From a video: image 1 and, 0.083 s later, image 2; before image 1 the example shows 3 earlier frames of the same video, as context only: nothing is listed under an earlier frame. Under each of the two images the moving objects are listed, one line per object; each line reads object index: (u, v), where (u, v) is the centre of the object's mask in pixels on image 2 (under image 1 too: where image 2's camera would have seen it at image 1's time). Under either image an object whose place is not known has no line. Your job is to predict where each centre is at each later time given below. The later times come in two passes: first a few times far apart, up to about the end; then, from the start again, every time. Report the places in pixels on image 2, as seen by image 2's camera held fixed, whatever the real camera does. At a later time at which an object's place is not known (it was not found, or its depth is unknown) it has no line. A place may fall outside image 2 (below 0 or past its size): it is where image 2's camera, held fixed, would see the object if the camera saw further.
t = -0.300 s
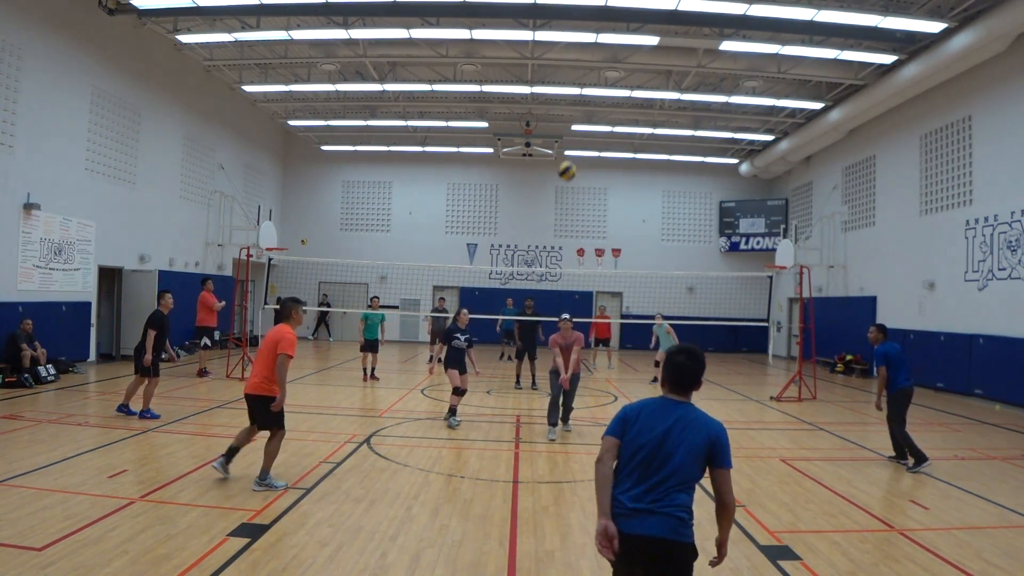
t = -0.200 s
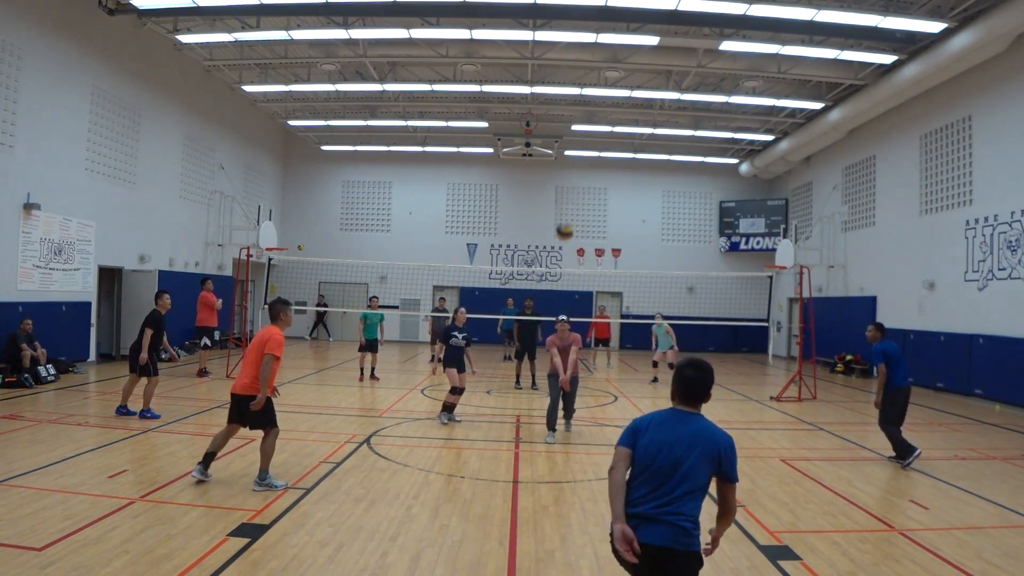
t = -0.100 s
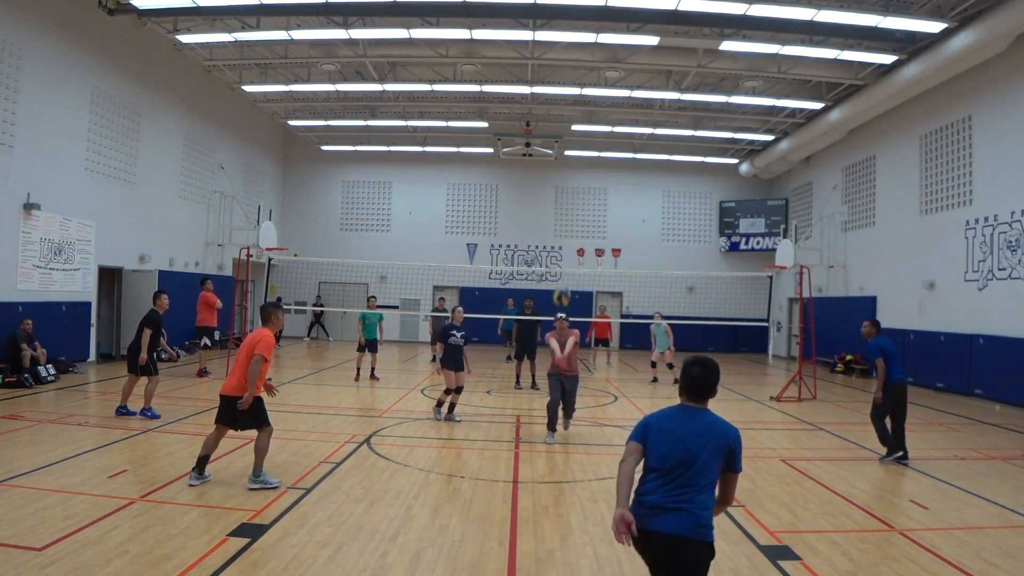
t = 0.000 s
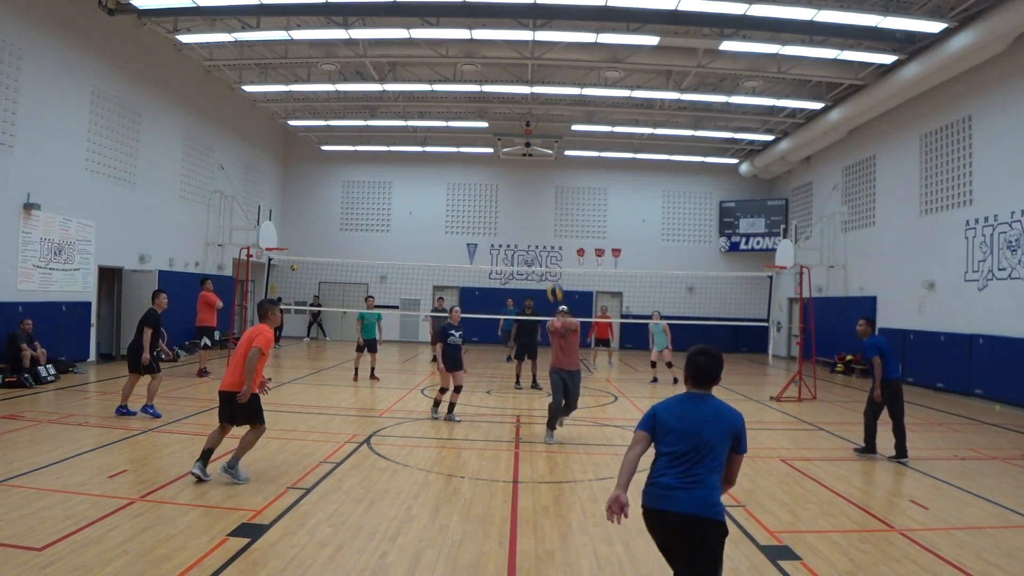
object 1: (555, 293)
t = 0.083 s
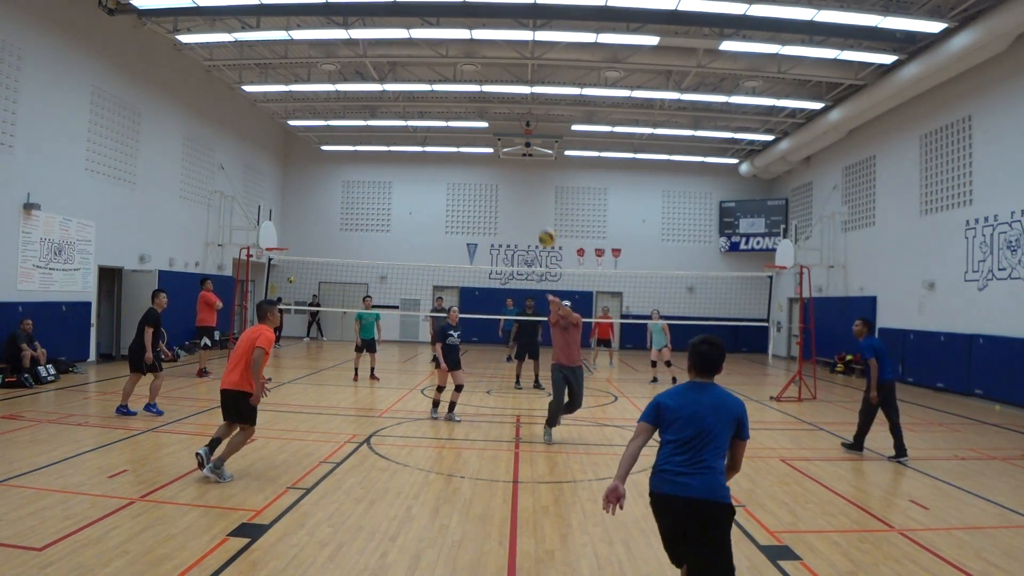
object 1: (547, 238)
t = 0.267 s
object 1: (530, 144)
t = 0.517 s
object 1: (509, 70)
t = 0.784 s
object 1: (486, 47)
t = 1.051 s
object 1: (463, 75)
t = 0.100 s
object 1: (545, 228)
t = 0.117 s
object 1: (544, 219)
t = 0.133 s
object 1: (542, 209)
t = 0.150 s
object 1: (541, 199)
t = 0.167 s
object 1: (539, 190)
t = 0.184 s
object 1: (538, 182)
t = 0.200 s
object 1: (537, 174)
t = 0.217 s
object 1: (535, 165)
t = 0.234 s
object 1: (533, 158)
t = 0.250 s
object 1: (531, 151)
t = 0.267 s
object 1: (530, 144)
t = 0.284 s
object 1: (529, 137)
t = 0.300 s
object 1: (527, 130)
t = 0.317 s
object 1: (526, 125)
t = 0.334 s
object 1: (525, 120)
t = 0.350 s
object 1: (524, 116)
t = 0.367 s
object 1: (522, 107)
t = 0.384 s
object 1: (520, 103)
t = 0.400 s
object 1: (519, 98)
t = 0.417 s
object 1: (518, 93)
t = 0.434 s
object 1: (516, 88)
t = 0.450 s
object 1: (514, 84)
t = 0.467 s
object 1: (513, 79)
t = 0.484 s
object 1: (512, 77)
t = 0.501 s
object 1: (510, 73)
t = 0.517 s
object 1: (509, 70)
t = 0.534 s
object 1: (507, 67)
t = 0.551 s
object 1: (506, 64)
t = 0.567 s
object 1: (505, 61)
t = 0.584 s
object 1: (503, 59)
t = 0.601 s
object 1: (502, 57)
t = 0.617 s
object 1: (501, 55)
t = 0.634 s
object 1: (499, 53)
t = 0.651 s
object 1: (497, 51)
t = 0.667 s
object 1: (496, 50)
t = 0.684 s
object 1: (495, 49)
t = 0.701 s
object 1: (493, 49)
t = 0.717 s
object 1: (492, 48)
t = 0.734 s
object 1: (491, 48)
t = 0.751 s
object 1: (489, 47)
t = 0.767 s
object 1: (487, 47)
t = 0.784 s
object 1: (486, 47)
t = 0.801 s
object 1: (484, 48)
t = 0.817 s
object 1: (483, 48)
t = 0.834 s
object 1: (482, 48)
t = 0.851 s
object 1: (481, 50)
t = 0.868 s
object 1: (479, 51)
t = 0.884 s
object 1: (478, 52)
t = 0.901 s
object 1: (476, 54)
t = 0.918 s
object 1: (475, 55)
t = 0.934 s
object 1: (473, 57)
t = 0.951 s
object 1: (472, 60)
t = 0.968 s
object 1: (471, 61)
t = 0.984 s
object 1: (469, 64)
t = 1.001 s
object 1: (467, 66)
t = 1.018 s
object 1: (466, 69)
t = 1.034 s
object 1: (464, 72)
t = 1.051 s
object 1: (463, 75)
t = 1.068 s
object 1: (462, 78)
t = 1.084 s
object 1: (460, 82)
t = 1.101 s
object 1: (459, 87)
